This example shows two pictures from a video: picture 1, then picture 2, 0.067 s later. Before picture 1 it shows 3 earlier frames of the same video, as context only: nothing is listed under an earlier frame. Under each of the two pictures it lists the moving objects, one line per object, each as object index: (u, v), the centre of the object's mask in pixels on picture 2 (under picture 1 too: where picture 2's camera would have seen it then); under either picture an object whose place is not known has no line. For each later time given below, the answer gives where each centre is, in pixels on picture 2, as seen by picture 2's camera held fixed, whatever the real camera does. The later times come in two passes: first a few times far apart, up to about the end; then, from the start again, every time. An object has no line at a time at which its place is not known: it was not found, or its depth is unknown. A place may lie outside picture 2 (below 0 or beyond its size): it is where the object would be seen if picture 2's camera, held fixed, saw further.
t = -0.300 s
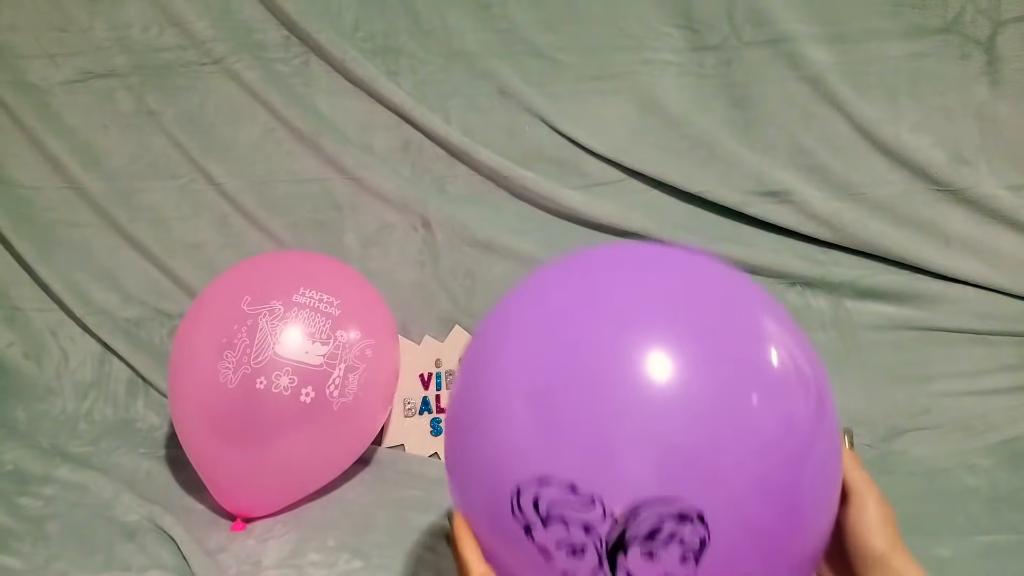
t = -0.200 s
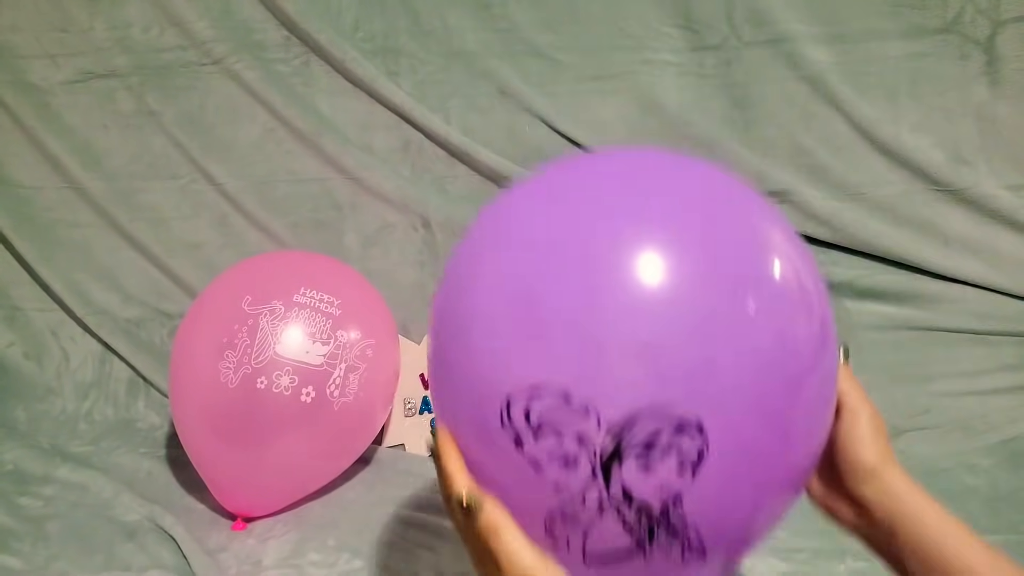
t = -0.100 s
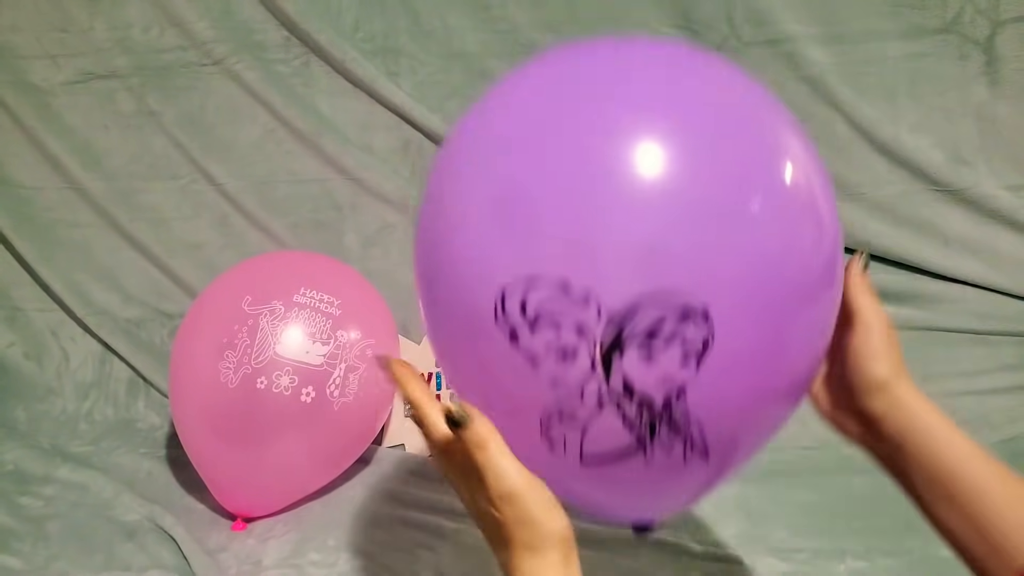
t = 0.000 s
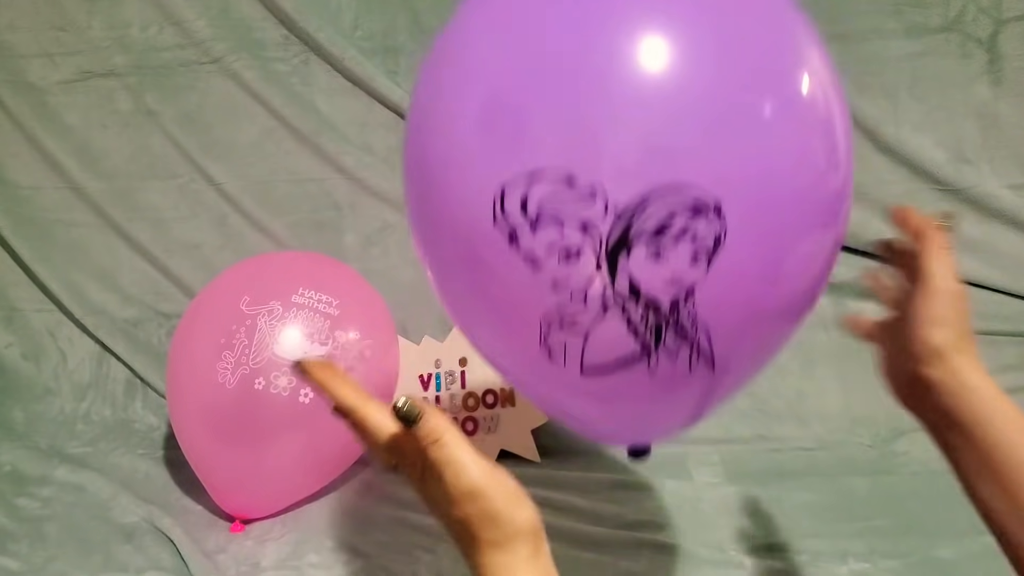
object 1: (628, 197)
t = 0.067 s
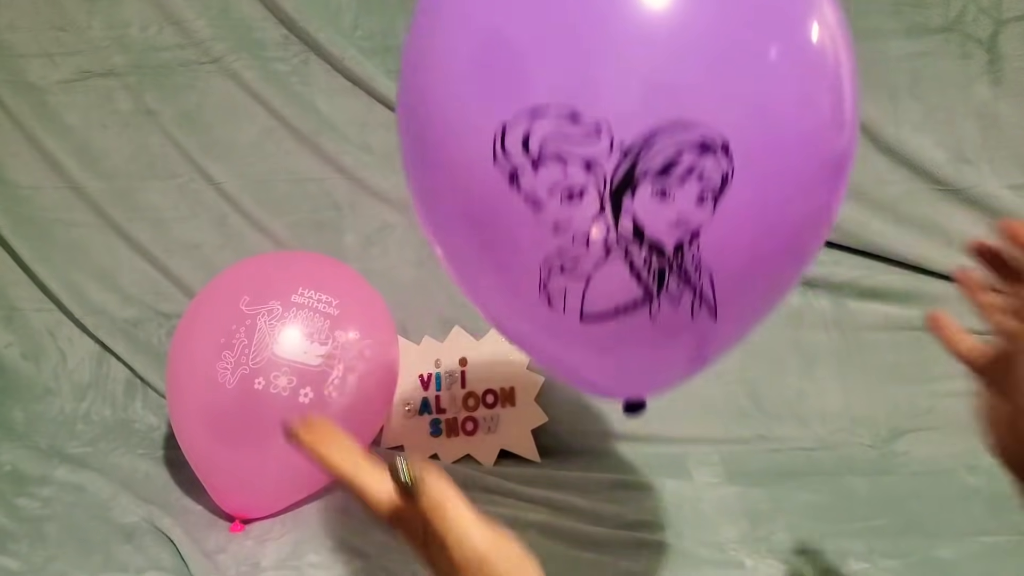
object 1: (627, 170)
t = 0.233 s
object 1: (621, 126)
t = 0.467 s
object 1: (611, 100)
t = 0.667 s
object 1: (605, 107)
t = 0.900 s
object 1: (604, 150)
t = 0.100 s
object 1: (626, 158)
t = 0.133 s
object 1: (625, 149)
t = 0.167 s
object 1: (624, 140)
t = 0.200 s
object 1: (622, 132)
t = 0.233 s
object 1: (621, 126)
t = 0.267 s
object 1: (619, 120)
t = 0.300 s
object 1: (618, 114)
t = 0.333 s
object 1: (616, 110)
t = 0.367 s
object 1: (614, 106)
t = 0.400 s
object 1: (613, 103)
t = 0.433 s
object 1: (612, 101)
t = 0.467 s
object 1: (611, 100)
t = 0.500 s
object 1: (610, 99)
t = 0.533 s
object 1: (609, 99)
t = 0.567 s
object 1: (608, 100)
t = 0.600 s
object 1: (607, 101)
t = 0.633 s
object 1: (606, 104)
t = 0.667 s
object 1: (605, 107)
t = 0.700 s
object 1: (605, 111)
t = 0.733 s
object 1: (604, 115)
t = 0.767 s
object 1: (605, 120)
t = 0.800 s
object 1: (605, 127)
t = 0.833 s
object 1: (604, 133)
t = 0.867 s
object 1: (604, 141)
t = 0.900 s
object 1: (604, 150)
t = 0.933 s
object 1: (605, 160)
